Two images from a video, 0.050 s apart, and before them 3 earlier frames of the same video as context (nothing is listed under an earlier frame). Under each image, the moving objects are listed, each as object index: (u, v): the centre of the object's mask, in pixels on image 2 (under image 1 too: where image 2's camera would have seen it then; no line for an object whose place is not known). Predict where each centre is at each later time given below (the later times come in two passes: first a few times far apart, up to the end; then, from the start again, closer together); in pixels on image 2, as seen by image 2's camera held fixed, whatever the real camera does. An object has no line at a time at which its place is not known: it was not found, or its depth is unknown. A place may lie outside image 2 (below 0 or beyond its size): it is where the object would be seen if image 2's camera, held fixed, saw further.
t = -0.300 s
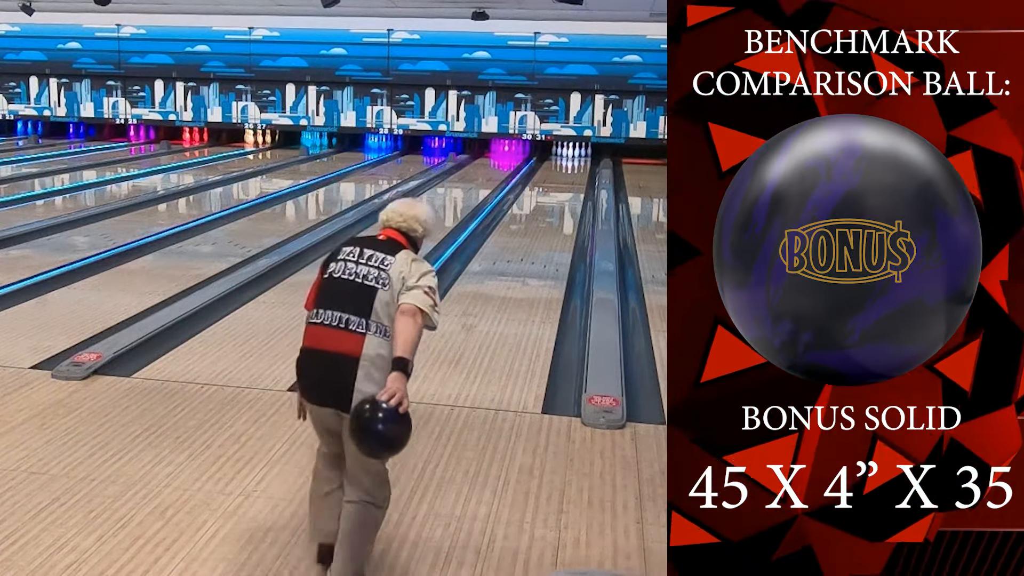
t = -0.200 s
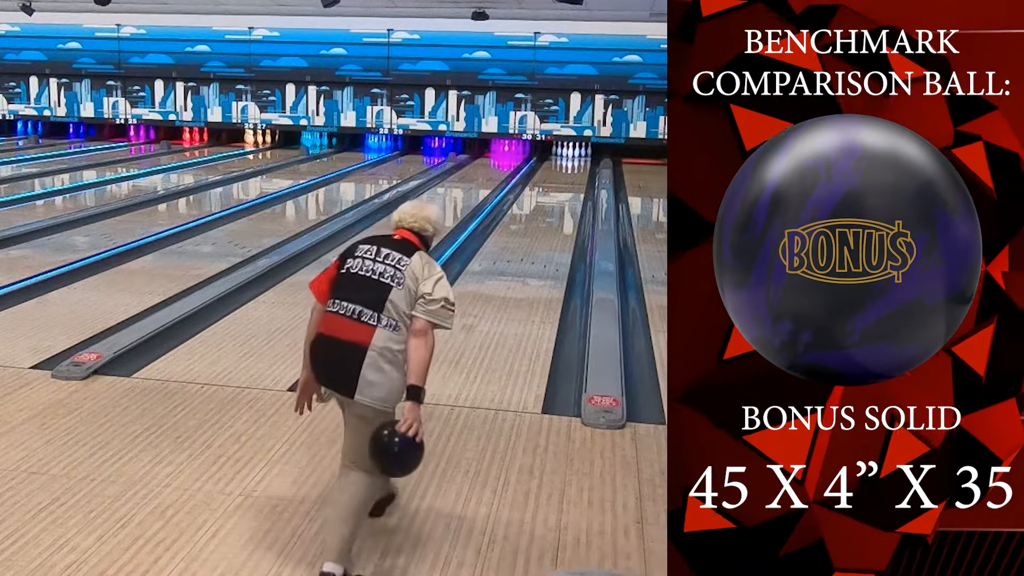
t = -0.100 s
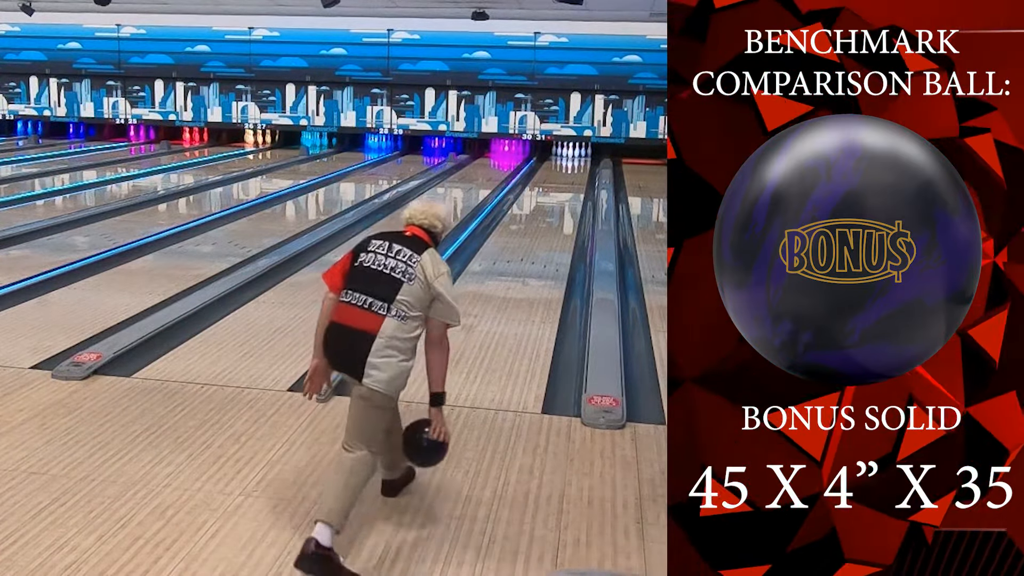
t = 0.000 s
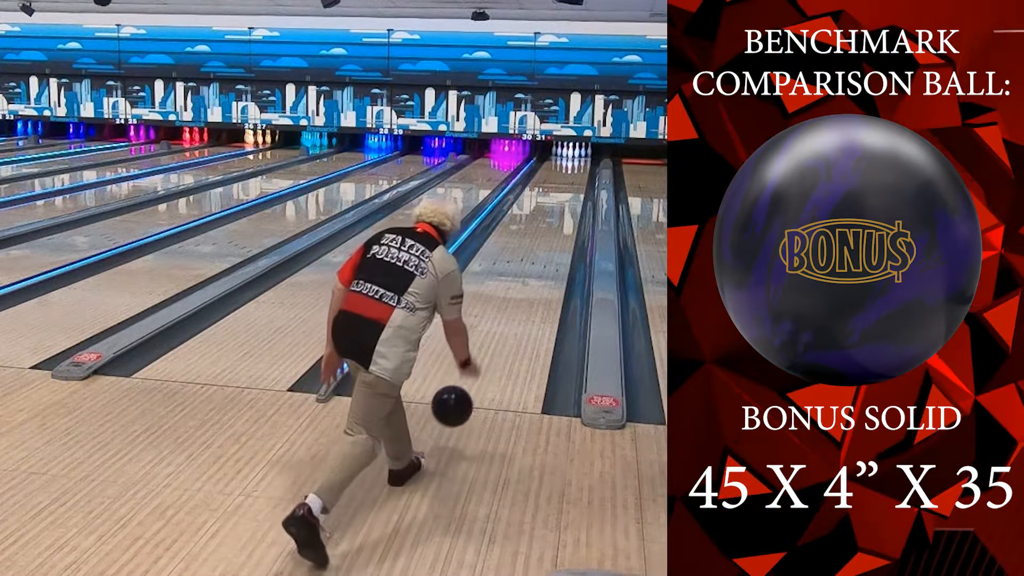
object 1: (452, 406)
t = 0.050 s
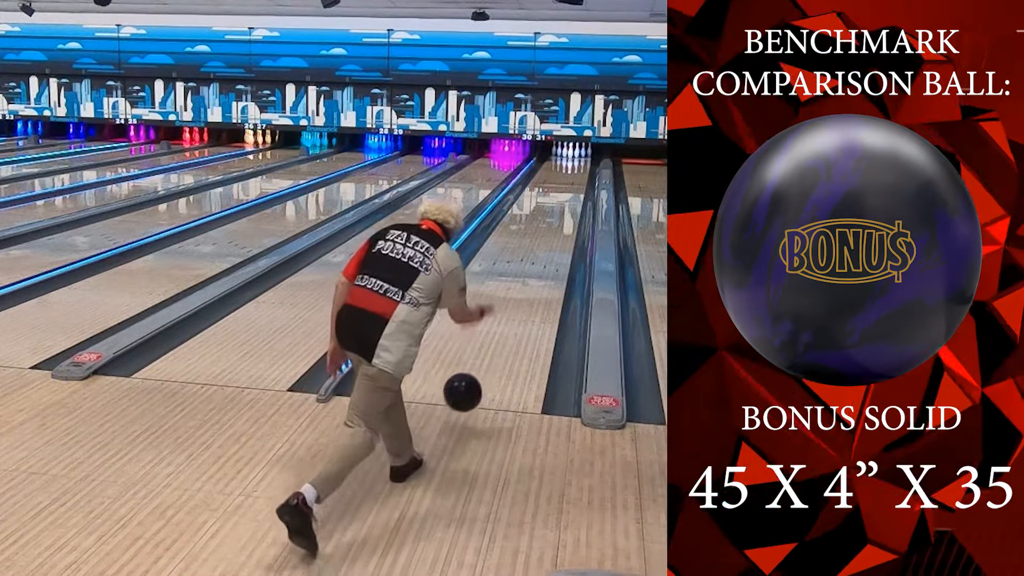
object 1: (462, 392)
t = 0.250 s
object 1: (494, 346)
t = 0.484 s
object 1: (517, 296)
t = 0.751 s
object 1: (535, 257)
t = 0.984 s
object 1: (546, 233)
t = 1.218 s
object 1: (553, 215)
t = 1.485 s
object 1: (560, 199)
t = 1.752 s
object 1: (566, 186)
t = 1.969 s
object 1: (569, 178)
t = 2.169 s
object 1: (571, 171)
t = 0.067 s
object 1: (465, 389)
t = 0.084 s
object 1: (469, 386)
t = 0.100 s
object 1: (471, 384)
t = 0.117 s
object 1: (474, 383)
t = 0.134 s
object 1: (477, 381)
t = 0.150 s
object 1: (480, 379)
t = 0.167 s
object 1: (482, 372)
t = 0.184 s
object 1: (485, 366)
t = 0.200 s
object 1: (487, 360)
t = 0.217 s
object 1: (489, 355)
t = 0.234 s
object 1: (492, 350)
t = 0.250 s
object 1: (494, 346)
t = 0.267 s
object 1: (496, 342)
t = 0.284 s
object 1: (497, 339)
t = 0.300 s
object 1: (499, 335)
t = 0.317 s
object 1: (501, 331)
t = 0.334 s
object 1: (503, 327)
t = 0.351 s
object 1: (505, 323)
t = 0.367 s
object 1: (507, 319)
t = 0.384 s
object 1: (508, 315)
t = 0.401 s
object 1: (510, 312)
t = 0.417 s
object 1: (511, 309)
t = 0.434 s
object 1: (513, 306)
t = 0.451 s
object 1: (514, 302)
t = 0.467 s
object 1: (516, 299)
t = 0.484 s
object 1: (517, 296)
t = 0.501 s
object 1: (518, 293)
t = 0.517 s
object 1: (520, 291)
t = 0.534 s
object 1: (521, 288)
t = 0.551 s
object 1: (522, 285)
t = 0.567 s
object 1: (524, 282)
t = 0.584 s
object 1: (525, 280)
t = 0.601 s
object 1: (526, 277)
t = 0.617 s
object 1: (527, 275)
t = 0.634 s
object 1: (528, 272)
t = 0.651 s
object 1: (529, 270)
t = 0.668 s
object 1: (530, 268)
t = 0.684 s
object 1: (531, 266)
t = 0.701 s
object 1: (532, 263)
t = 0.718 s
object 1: (533, 261)
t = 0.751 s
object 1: (535, 257)
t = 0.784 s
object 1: (536, 253)
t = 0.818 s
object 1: (538, 250)
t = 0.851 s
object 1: (540, 246)
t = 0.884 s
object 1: (541, 243)
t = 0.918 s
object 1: (543, 239)
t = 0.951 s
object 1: (544, 236)
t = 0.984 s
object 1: (546, 233)
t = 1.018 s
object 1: (547, 230)
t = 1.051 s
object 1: (548, 228)
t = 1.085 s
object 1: (549, 225)
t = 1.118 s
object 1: (550, 222)
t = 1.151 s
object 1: (551, 220)
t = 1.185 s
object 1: (552, 217)
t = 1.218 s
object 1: (553, 215)
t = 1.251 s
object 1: (555, 213)
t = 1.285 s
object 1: (555, 210)
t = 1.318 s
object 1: (556, 208)
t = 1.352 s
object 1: (557, 206)
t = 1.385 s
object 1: (558, 204)
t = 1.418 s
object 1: (559, 202)
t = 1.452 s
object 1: (560, 200)
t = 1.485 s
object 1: (560, 199)
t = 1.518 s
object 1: (561, 197)
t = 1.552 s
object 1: (562, 195)
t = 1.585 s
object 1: (563, 194)
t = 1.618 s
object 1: (563, 192)
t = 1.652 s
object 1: (564, 191)
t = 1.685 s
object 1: (564, 189)
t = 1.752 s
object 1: (566, 186)
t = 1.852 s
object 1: (567, 182)
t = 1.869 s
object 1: (568, 181)
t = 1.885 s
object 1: (568, 180)
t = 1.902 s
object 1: (568, 180)
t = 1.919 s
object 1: (568, 180)
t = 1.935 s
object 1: (568, 179)
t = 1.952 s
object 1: (569, 179)
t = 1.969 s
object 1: (569, 178)
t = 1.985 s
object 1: (569, 177)
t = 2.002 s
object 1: (569, 177)
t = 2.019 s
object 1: (570, 176)
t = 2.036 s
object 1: (570, 176)
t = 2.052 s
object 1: (570, 175)
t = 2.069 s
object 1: (570, 174)
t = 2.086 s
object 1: (570, 173)
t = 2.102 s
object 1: (570, 173)
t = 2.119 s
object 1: (570, 172)
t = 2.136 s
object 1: (570, 172)
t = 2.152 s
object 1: (571, 172)
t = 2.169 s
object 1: (571, 171)
